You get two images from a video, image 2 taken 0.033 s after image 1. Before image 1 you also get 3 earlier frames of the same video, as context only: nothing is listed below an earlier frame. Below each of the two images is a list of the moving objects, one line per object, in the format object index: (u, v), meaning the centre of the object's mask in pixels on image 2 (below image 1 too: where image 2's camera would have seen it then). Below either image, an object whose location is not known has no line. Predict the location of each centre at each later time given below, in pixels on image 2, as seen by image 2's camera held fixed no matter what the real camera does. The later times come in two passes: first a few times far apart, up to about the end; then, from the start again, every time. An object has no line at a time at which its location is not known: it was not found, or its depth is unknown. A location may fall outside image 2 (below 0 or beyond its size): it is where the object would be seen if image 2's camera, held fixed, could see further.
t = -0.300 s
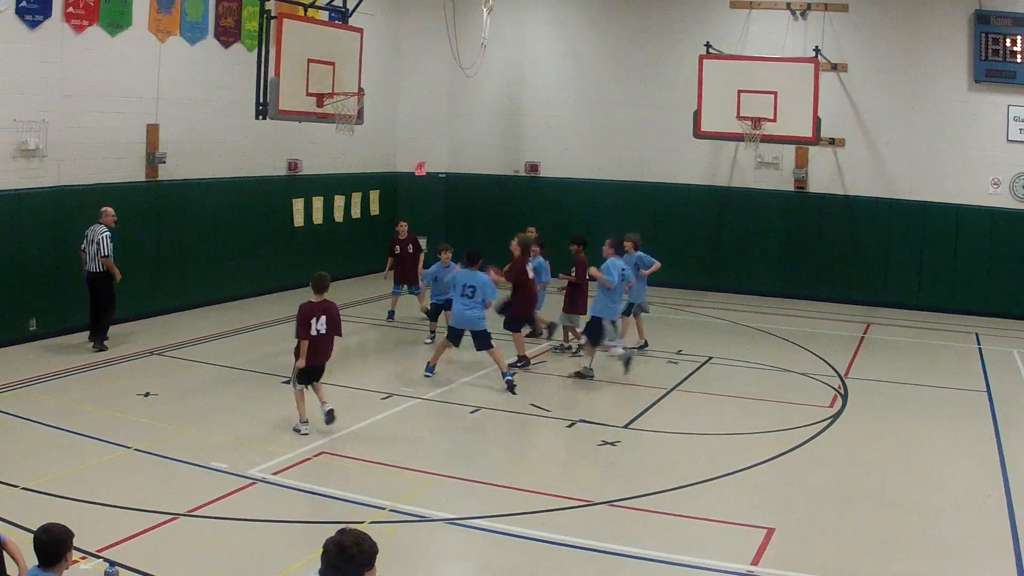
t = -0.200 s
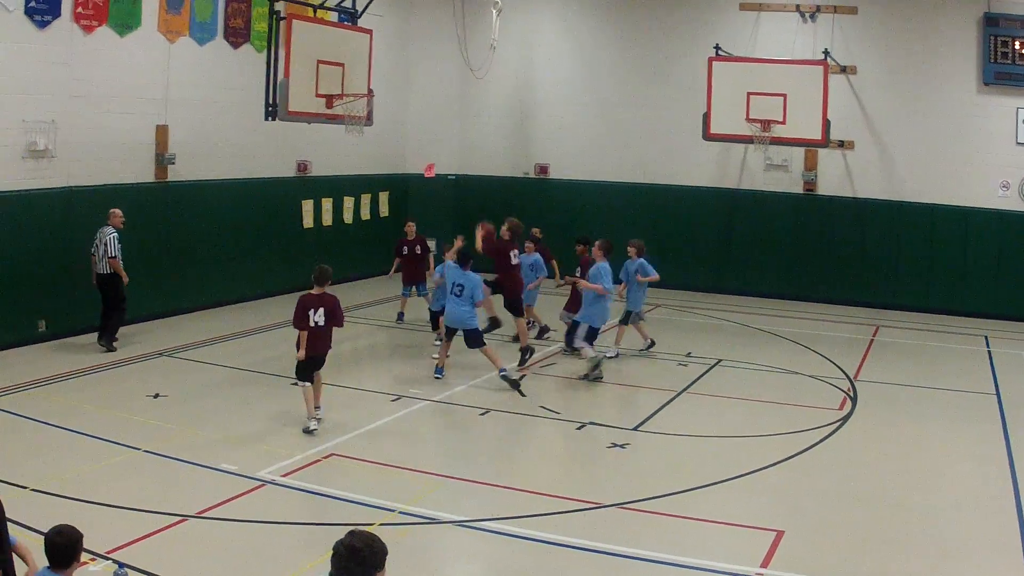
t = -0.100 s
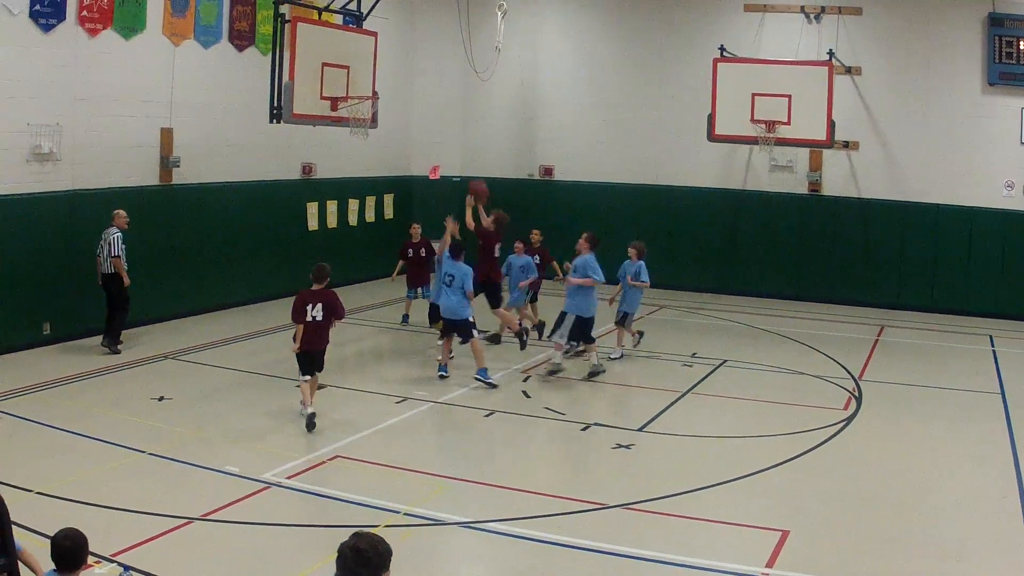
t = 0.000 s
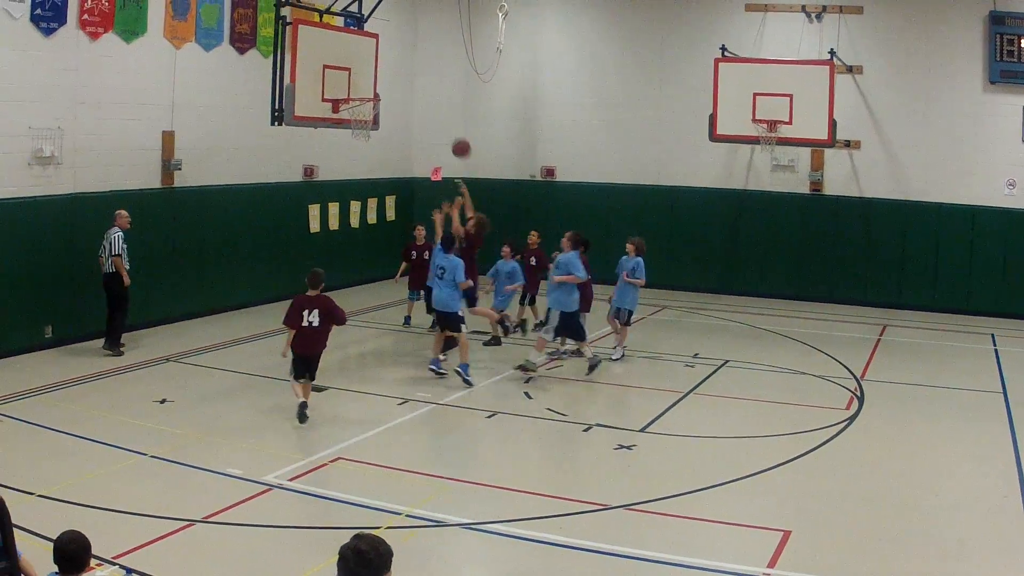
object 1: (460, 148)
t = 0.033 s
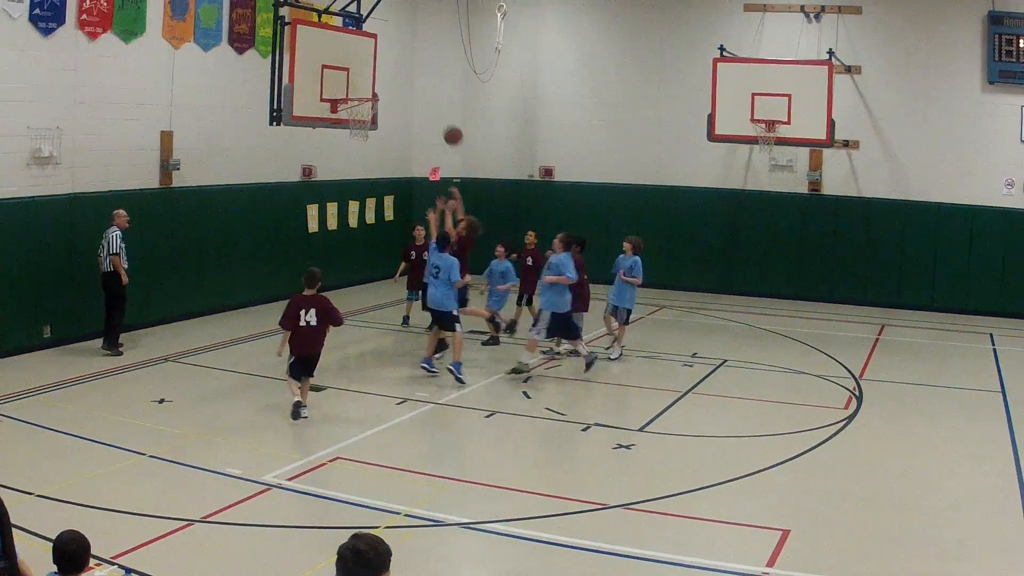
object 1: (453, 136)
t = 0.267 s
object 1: (405, 77)
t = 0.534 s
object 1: (360, 66)
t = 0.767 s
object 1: (367, 97)
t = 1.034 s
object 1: (373, 131)
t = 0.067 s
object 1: (446, 124)
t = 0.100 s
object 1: (439, 113)
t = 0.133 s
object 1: (432, 103)
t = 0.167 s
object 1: (425, 95)
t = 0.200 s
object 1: (418, 88)
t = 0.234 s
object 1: (412, 81)
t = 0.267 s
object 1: (405, 77)
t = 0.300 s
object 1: (400, 73)
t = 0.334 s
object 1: (394, 69)
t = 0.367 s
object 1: (389, 66)
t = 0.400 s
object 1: (383, 65)
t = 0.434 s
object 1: (377, 64)
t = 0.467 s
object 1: (372, 64)
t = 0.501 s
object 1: (366, 65)
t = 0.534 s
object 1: (360, 66)
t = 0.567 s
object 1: (355, 68)
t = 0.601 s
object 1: (348, 71)
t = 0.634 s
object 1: (351, 74)
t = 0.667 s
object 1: (355, 79)
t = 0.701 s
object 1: (359, 84)
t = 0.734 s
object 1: (363, 90)
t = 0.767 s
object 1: (367, 97)
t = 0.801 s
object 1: (371, 106)
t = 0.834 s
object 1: (374, 114)
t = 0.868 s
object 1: (375, 117)
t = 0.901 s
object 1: (375, 119)
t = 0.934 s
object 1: (375, 121)
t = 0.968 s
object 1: (374, 123)
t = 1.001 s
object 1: (373, 126)
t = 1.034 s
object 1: (373, 131)
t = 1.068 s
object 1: (372, 136)
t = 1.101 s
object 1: (371, 141)
